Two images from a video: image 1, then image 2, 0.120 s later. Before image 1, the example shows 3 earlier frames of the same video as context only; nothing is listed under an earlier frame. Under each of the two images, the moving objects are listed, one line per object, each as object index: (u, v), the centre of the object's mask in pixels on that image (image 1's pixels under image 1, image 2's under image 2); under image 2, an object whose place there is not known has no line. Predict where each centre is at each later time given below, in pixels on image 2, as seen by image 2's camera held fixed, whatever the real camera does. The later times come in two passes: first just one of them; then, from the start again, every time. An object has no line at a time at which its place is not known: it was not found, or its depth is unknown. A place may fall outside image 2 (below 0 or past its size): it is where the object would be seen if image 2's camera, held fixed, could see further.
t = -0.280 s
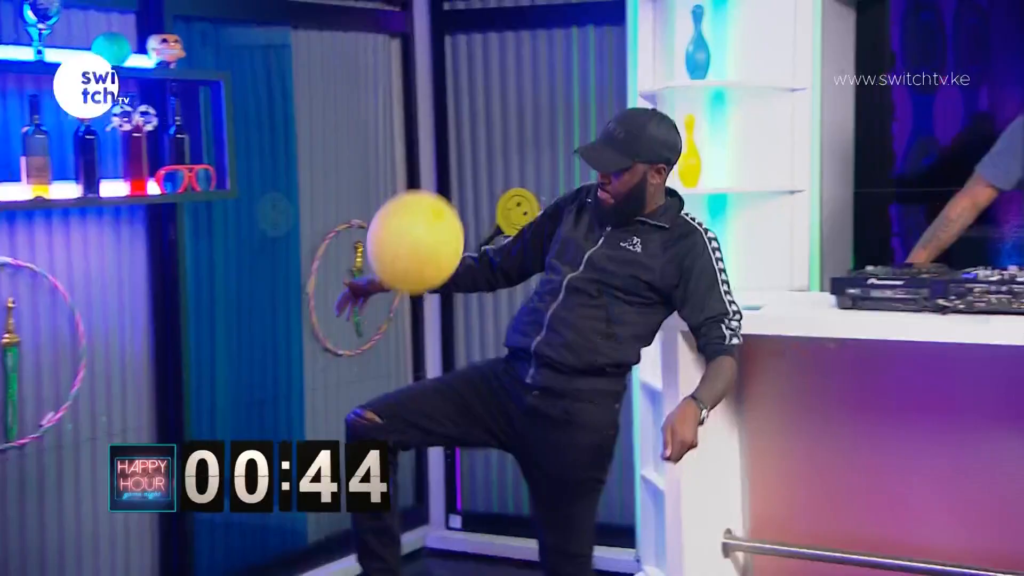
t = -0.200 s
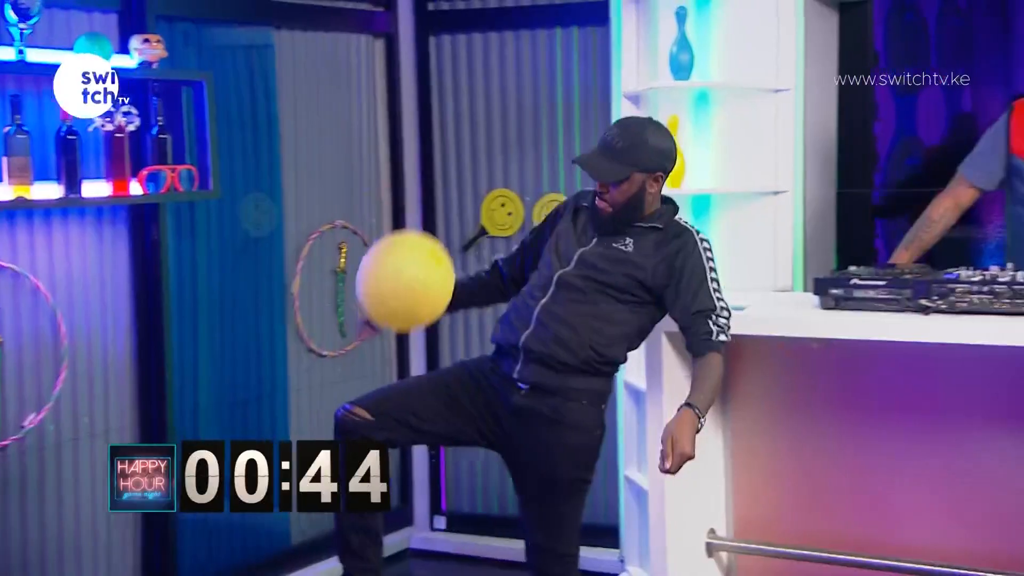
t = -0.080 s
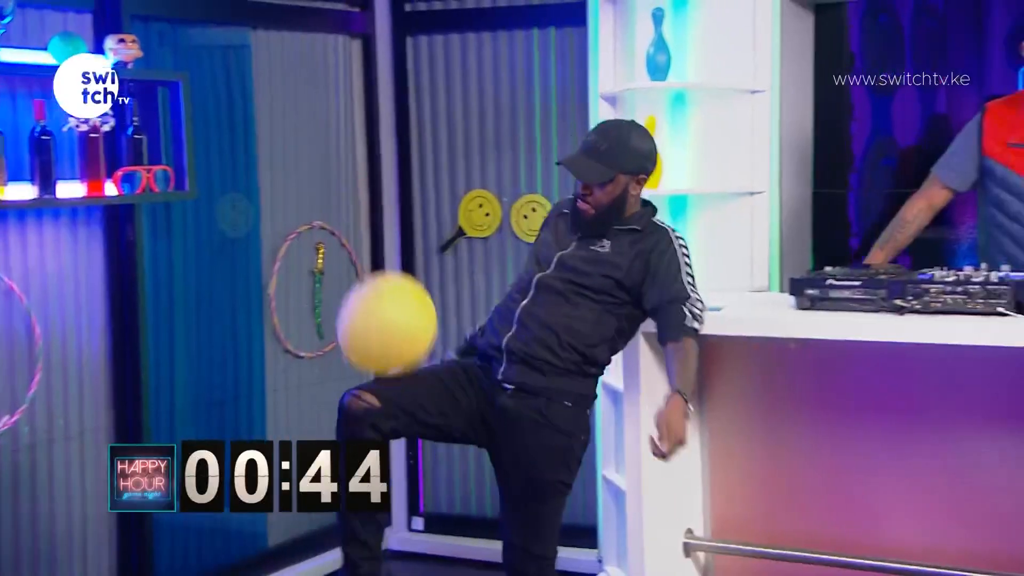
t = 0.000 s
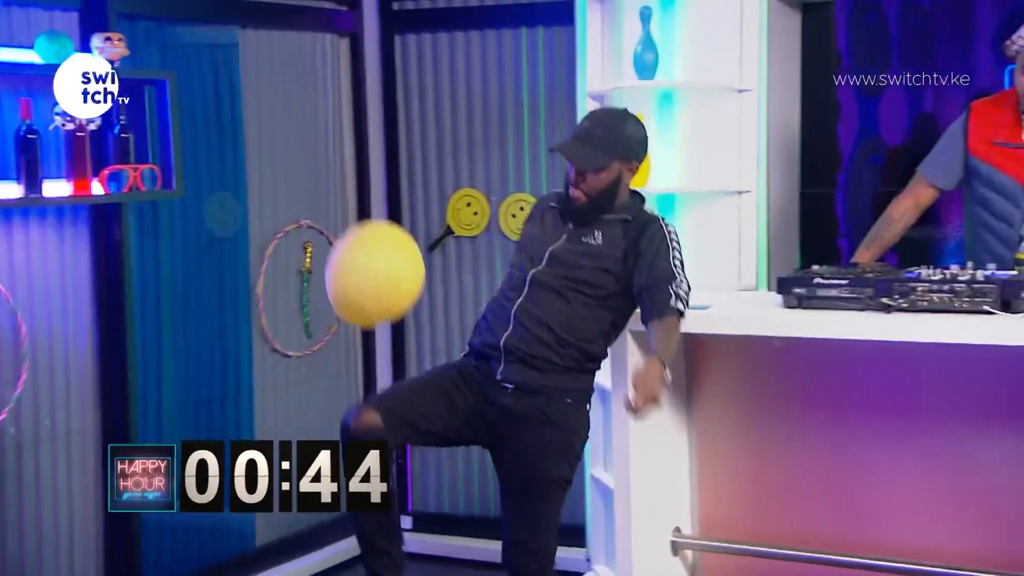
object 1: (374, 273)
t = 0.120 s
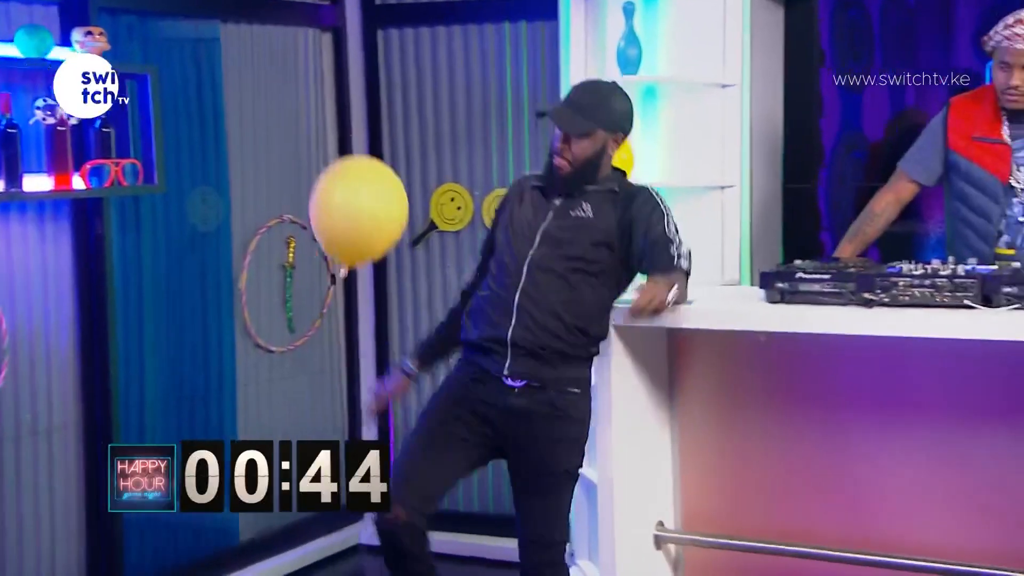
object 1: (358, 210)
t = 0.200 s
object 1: (358, 180)
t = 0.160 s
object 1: (358, 194)
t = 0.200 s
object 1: (358, 180)
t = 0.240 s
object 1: (360, 166)
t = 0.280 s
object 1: (361, 155)
